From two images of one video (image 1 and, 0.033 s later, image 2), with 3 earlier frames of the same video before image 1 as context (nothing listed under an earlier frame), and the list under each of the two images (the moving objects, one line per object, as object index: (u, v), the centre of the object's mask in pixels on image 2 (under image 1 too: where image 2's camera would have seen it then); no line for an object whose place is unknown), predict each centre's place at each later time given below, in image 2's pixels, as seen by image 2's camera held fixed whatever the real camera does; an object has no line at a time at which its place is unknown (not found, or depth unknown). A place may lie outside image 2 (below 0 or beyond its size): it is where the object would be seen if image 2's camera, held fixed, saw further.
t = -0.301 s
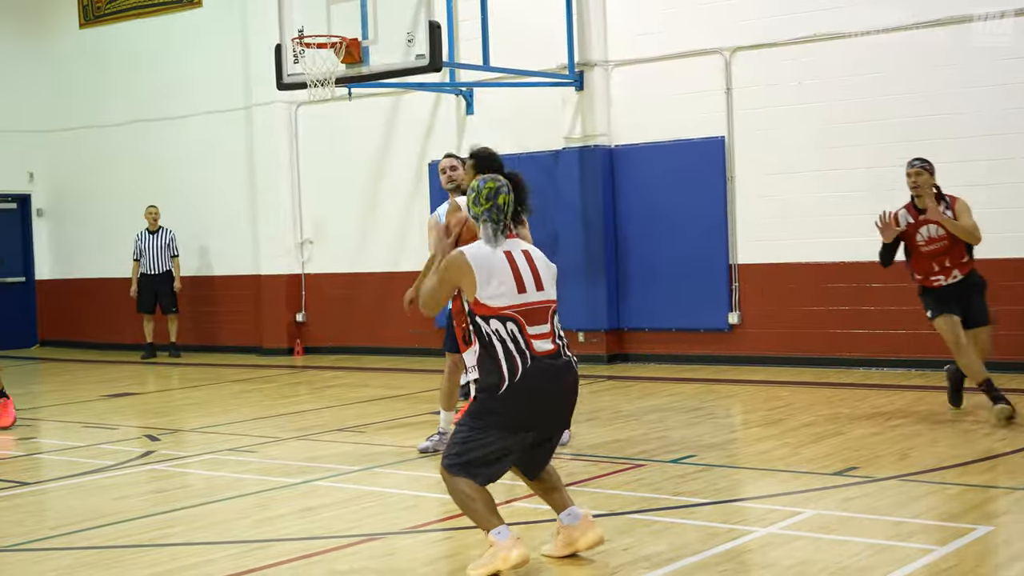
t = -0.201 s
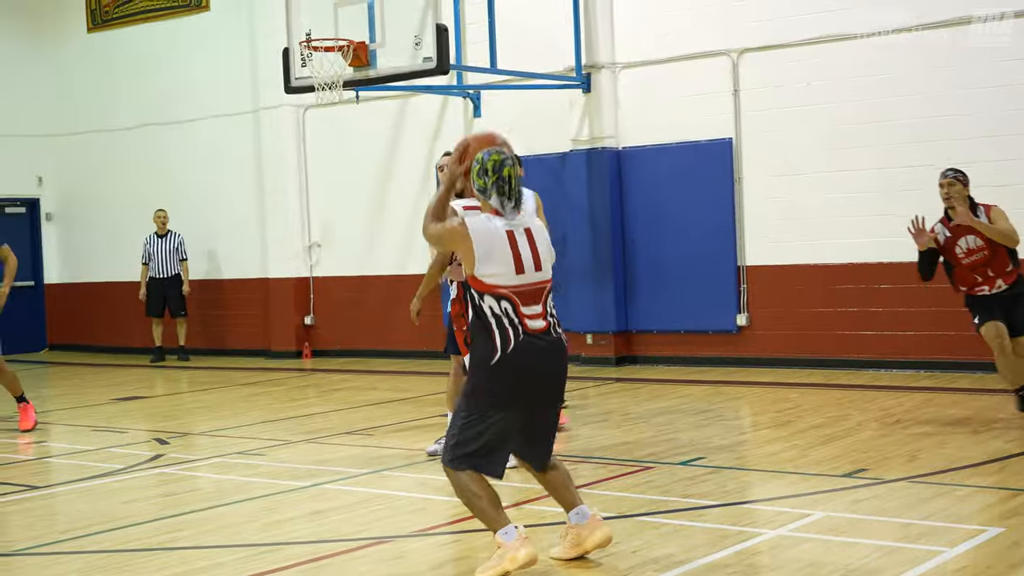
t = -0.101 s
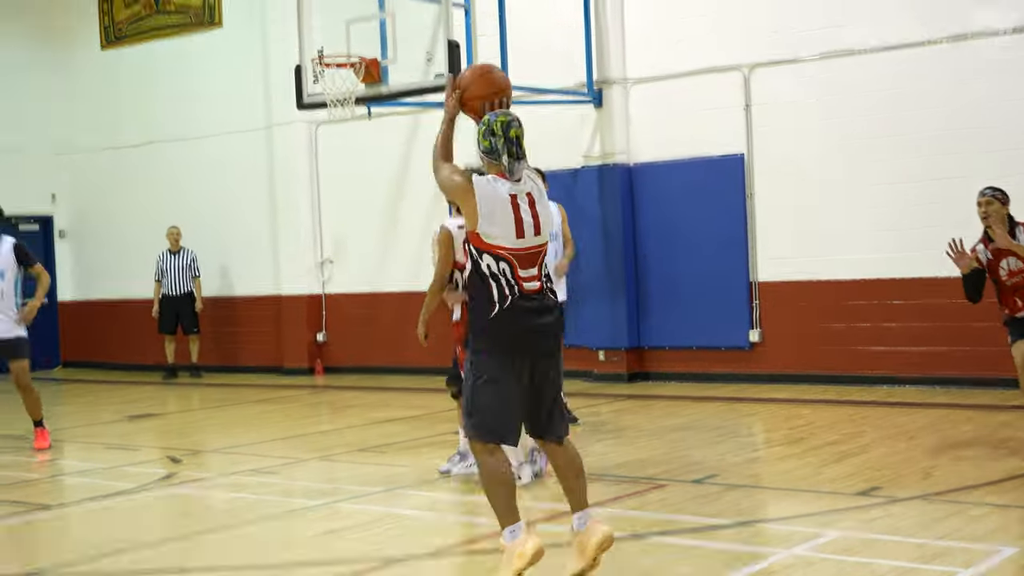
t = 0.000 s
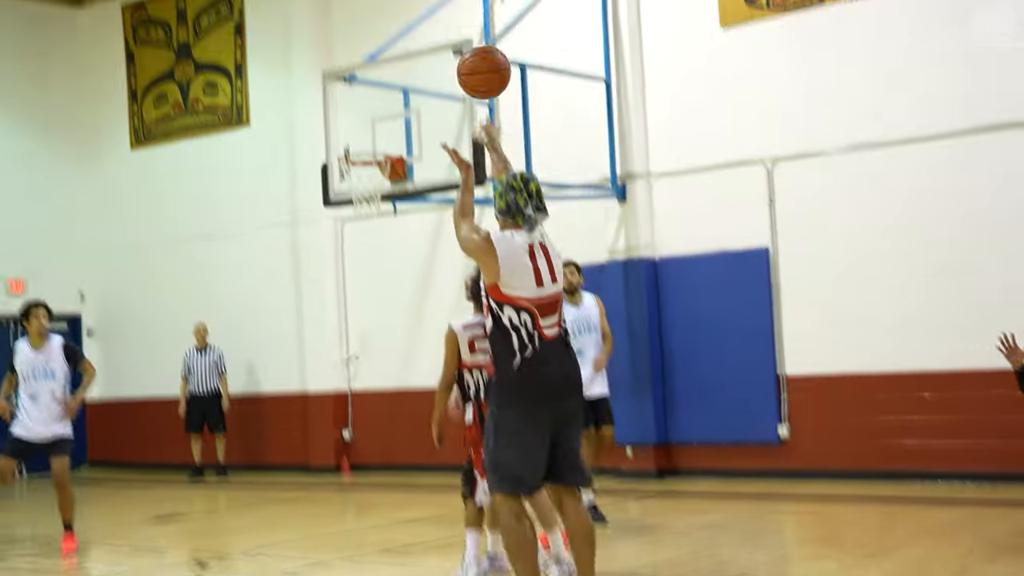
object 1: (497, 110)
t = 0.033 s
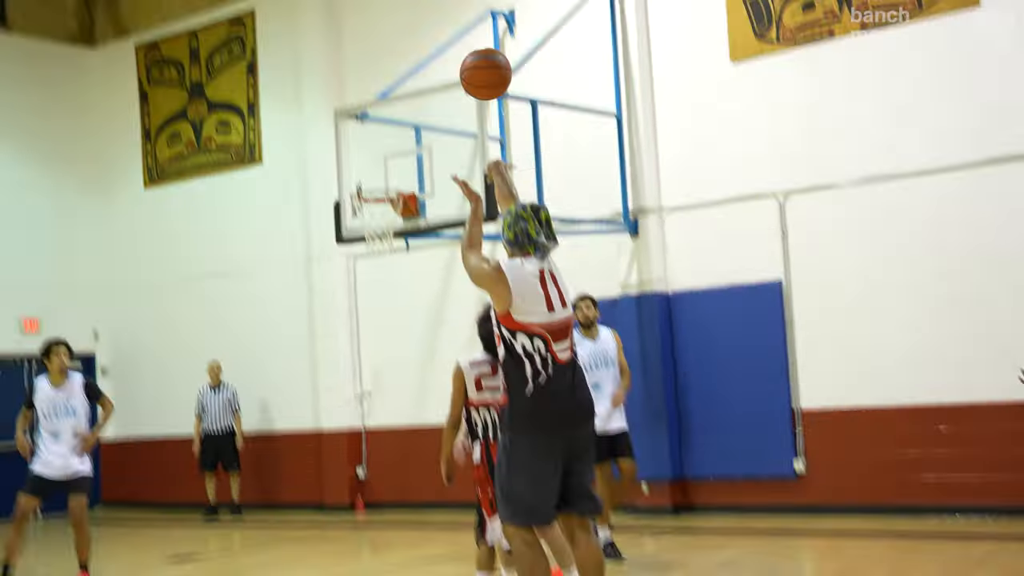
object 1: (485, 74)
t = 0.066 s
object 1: (476, 42)
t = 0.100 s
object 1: (466, 17)
